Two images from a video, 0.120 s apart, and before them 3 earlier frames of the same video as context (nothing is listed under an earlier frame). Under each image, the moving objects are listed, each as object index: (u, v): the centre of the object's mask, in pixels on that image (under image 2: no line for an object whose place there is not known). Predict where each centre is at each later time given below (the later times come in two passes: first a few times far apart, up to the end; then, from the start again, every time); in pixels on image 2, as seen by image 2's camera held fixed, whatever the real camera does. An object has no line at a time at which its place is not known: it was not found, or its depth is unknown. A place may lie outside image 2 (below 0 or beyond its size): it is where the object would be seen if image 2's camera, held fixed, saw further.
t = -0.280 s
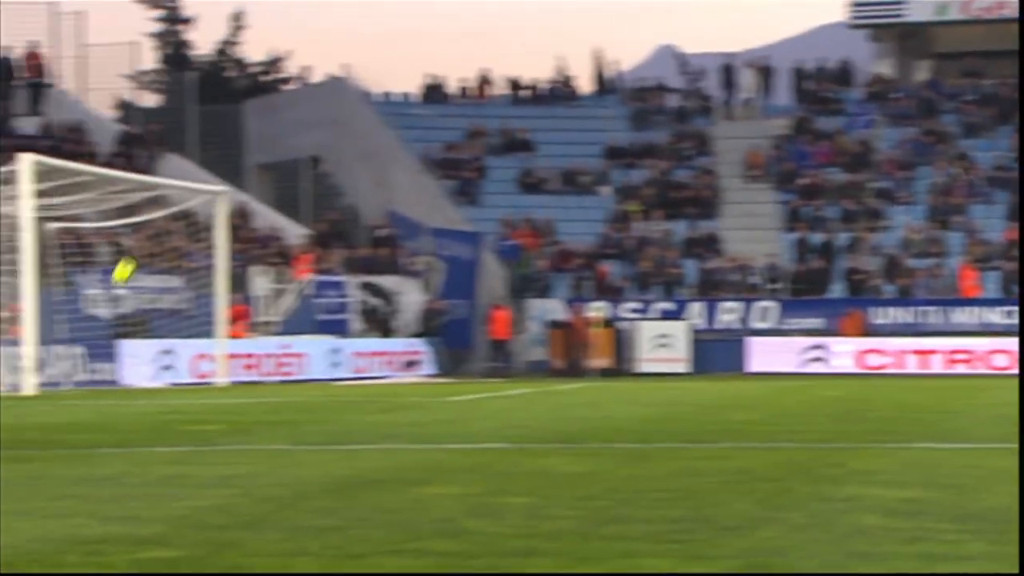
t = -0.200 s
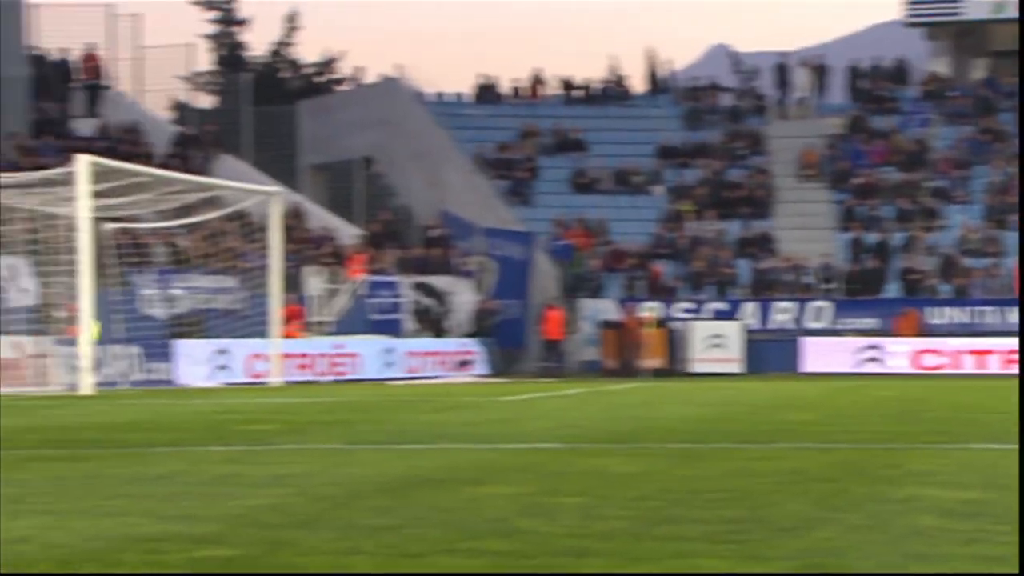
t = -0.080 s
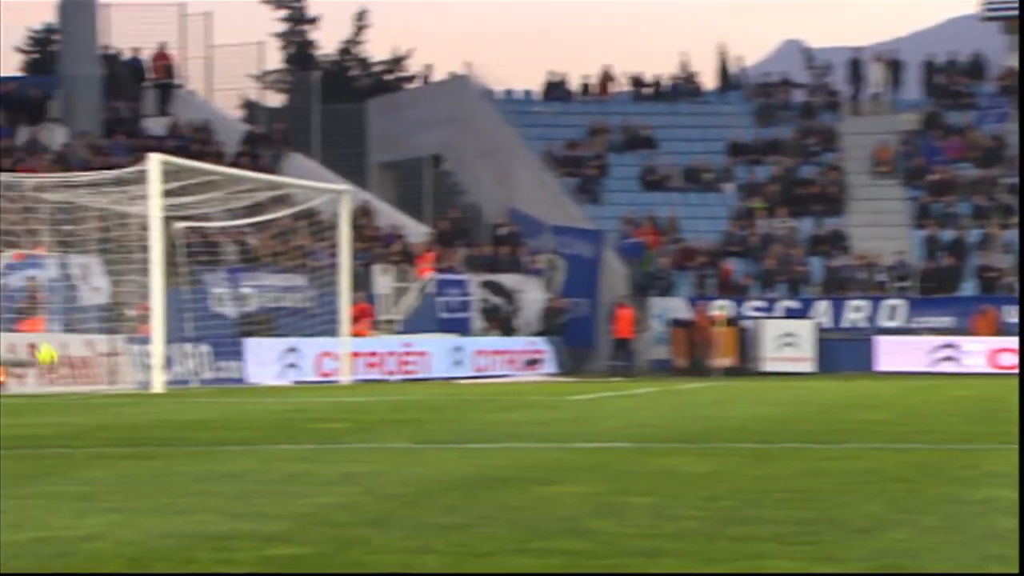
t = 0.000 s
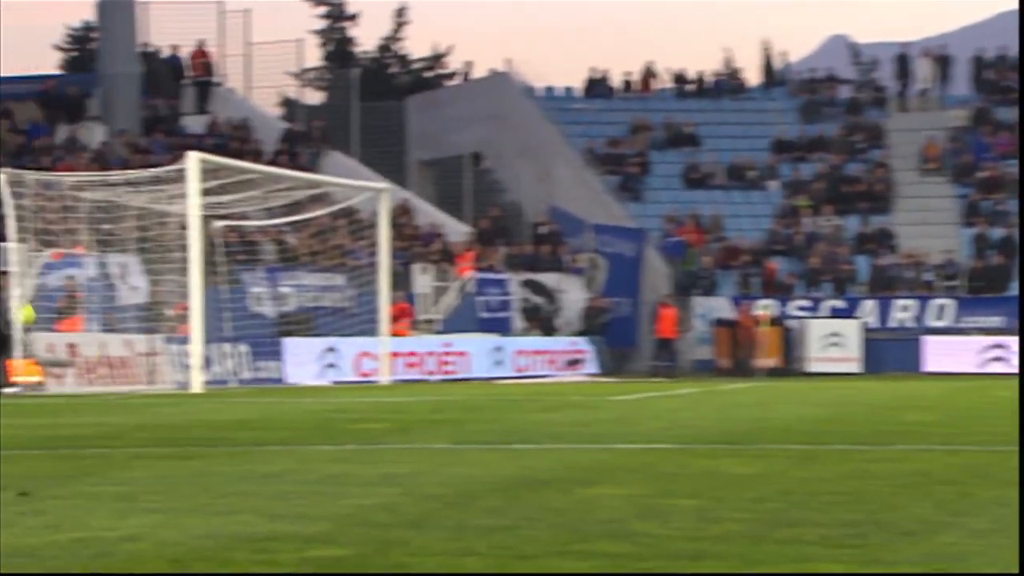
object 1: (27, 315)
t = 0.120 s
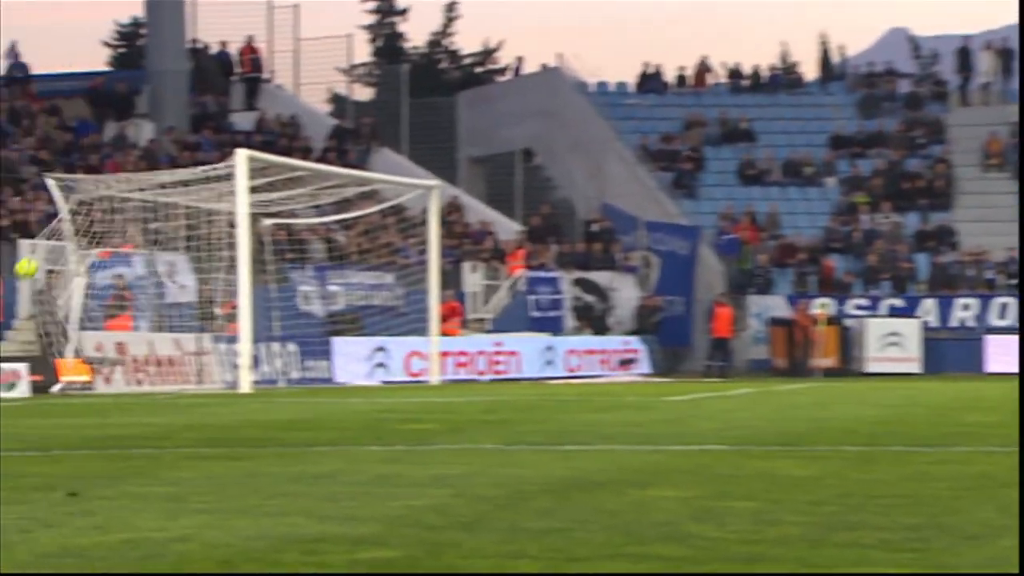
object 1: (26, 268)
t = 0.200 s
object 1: (37, 245)
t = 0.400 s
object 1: (95, 214)
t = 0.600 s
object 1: (154, 220)
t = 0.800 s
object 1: (211, 261)
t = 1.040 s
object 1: (282, 360)
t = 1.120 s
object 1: (292, 363)
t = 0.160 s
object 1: (27, 256)
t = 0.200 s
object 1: (37, 245)
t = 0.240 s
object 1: (47, 235)
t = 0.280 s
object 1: (57, 229)
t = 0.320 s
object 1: (71, 222)
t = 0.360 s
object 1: (83, 218)
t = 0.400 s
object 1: (95, 214)
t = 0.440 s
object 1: (106, 212)
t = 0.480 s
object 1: (118, 213)
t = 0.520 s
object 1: (130, 213)
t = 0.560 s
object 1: (142, 215)
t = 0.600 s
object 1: (154, 220)
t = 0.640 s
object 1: (164, 224)
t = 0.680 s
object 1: (177, 232)
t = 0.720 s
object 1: (189, 240)
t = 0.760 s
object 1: (200, 250)
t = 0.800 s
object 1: (211, 261)
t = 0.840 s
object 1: (222, 273)
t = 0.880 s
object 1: (233, 288)
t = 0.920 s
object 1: (239, 302)
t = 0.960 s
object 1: (262, 321)
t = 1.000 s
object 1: (269, 339)
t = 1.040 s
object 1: (282, 360)
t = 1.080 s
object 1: (292, 377)
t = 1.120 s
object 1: (292, 363)
